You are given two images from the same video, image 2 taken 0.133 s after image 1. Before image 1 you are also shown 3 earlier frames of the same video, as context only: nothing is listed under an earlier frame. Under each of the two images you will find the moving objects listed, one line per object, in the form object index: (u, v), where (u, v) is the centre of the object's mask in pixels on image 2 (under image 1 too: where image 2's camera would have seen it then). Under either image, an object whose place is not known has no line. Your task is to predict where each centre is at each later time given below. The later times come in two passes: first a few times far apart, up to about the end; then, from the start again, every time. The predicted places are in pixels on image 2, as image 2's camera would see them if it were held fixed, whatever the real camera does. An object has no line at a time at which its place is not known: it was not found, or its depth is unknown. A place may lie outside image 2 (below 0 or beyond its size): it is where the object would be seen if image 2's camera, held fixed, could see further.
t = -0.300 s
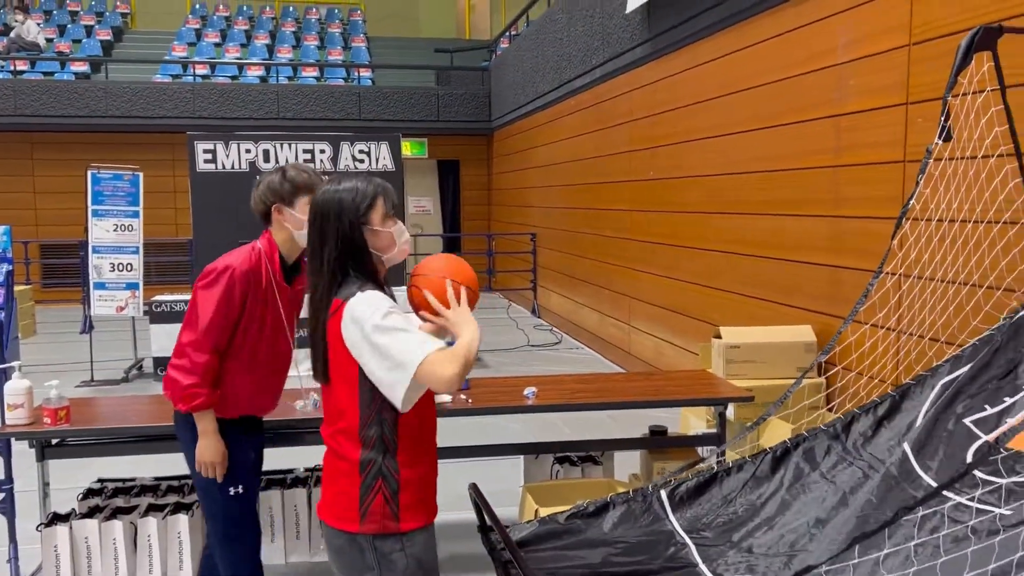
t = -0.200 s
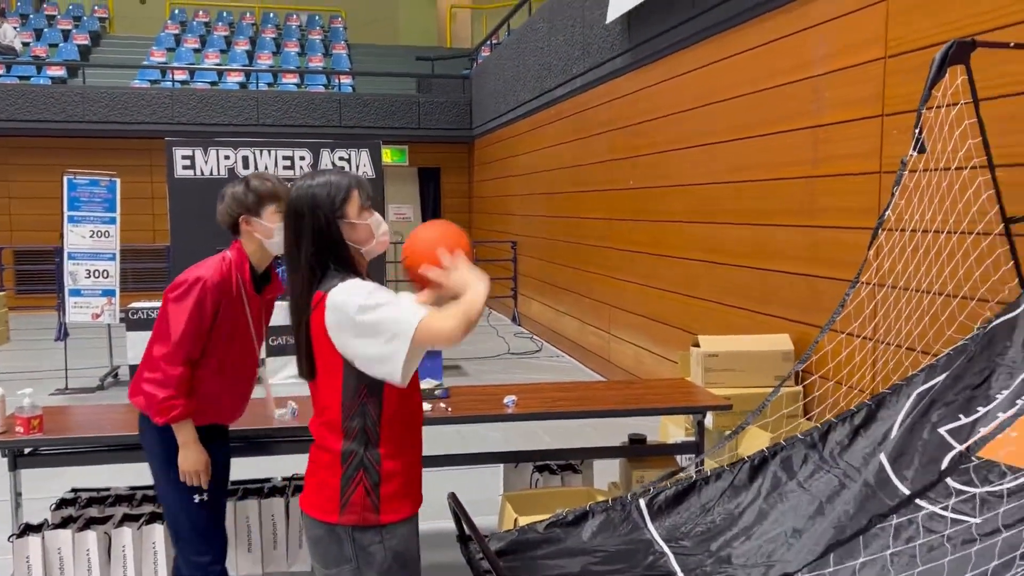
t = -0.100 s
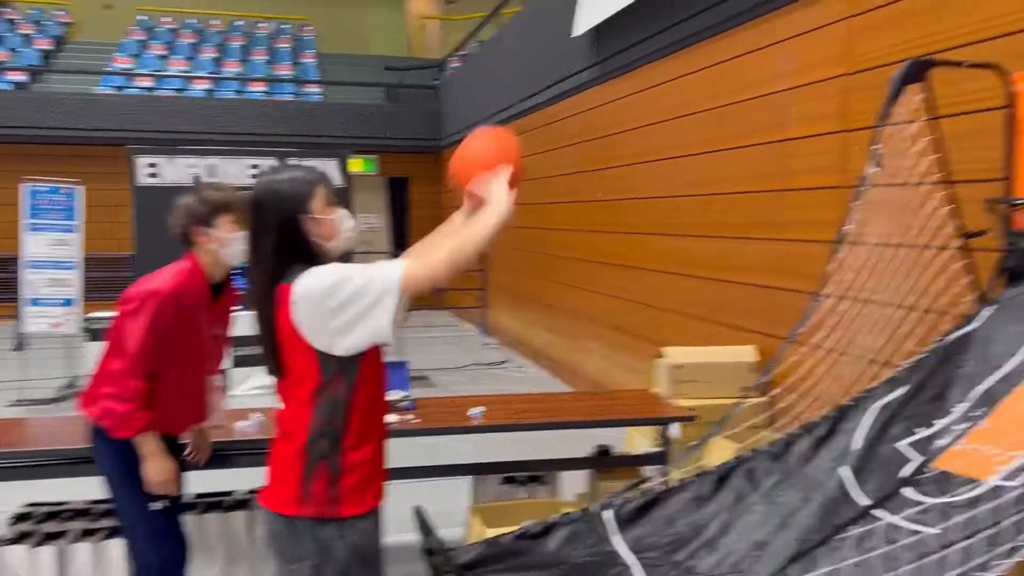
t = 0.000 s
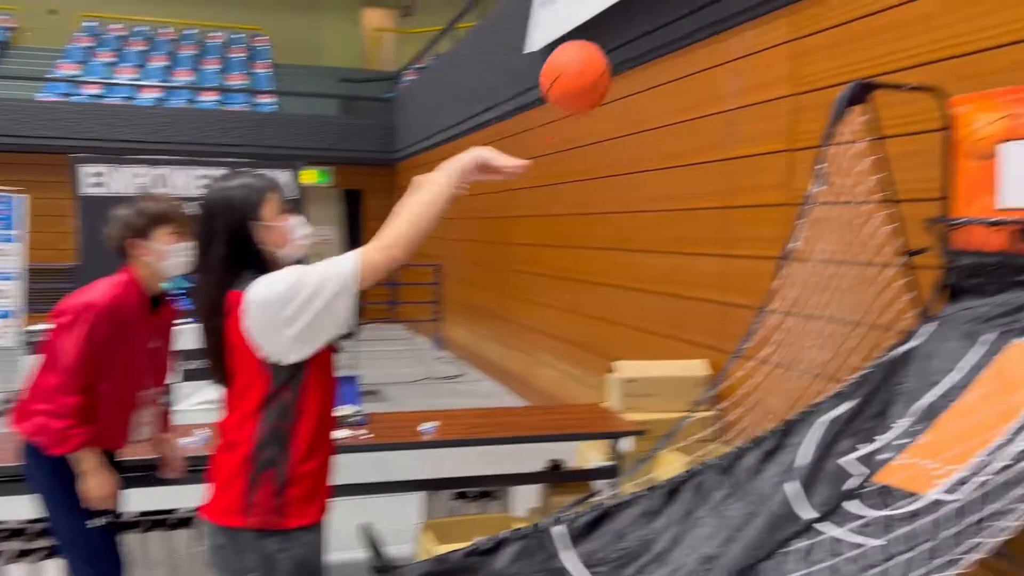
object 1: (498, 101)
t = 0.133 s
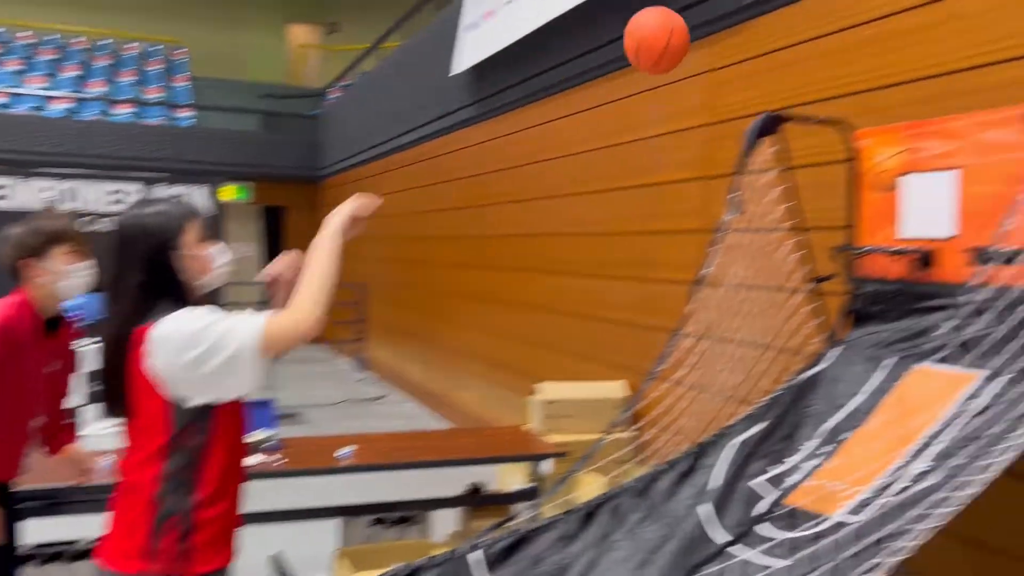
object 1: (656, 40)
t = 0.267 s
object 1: (794, 45)
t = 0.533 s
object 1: (910, 183)
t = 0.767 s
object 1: (882, 229)
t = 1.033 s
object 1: (900, 234)
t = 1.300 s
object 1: (856, 290)
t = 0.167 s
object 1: (692, 35)
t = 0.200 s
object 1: (728, 34)
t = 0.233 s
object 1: (762, 38)
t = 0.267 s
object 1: (794, 45)
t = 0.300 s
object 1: (826, 55)
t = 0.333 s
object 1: (857, 68)
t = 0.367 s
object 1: (886, 85)
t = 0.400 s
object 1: (914, 104)
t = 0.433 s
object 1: (938, 127)
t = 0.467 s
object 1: (929, 140)
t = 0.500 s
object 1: (917, 163)
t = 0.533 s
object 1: (910, 183)
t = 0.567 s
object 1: (902, 212)
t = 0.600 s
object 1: (893, 233)
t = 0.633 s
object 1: (876, 232)
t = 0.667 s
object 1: (862, 241)
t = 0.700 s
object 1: (867, 232)
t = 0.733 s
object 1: (873, 235)
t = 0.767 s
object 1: (882, 229)
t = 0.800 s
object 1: (890, 227)
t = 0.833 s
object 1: (898, 228)
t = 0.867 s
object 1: (901, 227)
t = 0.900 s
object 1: (904, 227)
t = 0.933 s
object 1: (907, 229)
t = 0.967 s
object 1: (907, 230)
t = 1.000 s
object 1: (905, 232)
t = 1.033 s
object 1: (900, 234)
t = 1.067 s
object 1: (894, 248)
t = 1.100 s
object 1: (882, 252)
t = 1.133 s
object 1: (873, 258)
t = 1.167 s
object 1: (866, 267)
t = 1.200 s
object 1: (861, 278)
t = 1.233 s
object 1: (858, 283)
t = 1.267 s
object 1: (857, 285)
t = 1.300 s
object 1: (856, 290)
